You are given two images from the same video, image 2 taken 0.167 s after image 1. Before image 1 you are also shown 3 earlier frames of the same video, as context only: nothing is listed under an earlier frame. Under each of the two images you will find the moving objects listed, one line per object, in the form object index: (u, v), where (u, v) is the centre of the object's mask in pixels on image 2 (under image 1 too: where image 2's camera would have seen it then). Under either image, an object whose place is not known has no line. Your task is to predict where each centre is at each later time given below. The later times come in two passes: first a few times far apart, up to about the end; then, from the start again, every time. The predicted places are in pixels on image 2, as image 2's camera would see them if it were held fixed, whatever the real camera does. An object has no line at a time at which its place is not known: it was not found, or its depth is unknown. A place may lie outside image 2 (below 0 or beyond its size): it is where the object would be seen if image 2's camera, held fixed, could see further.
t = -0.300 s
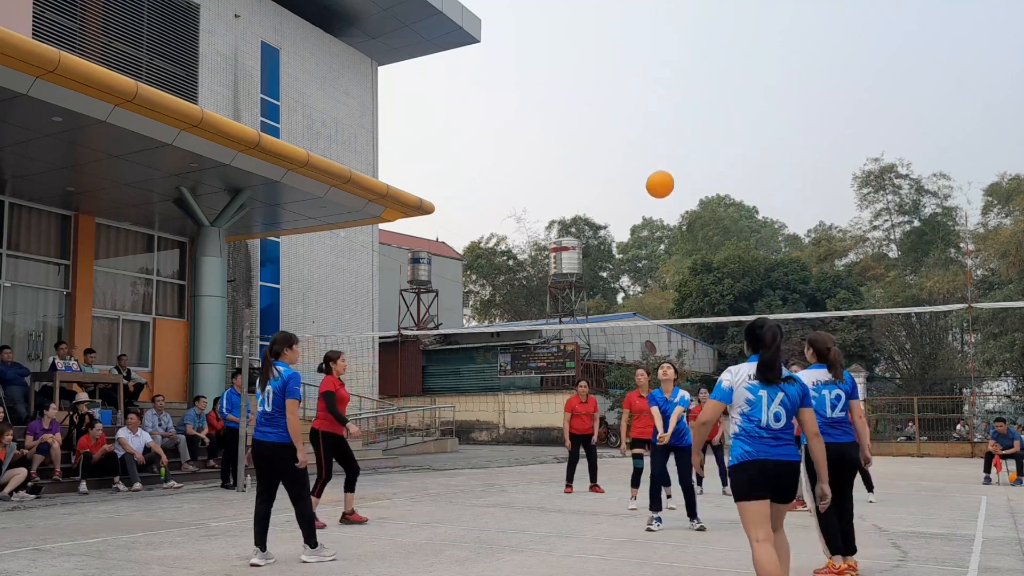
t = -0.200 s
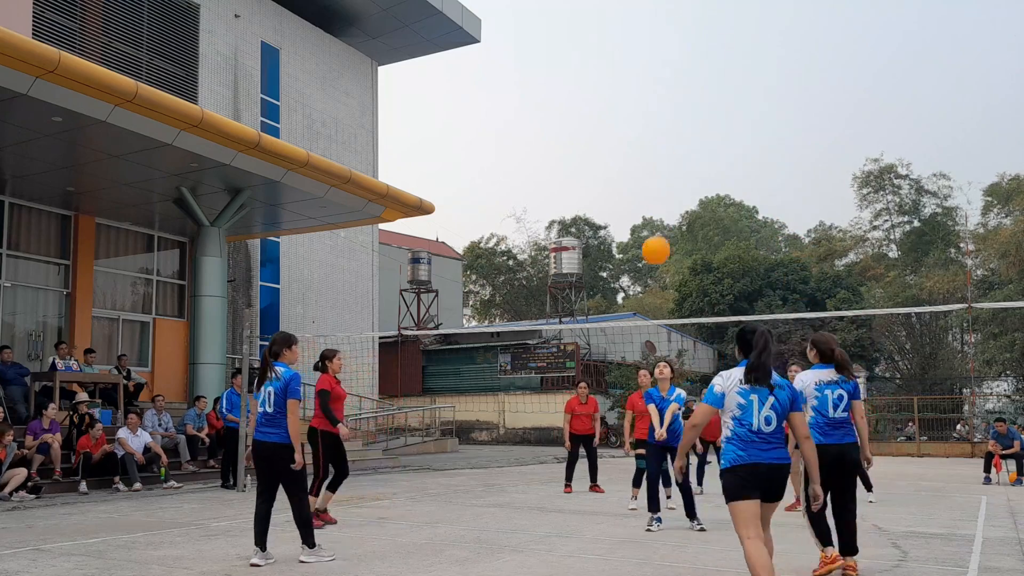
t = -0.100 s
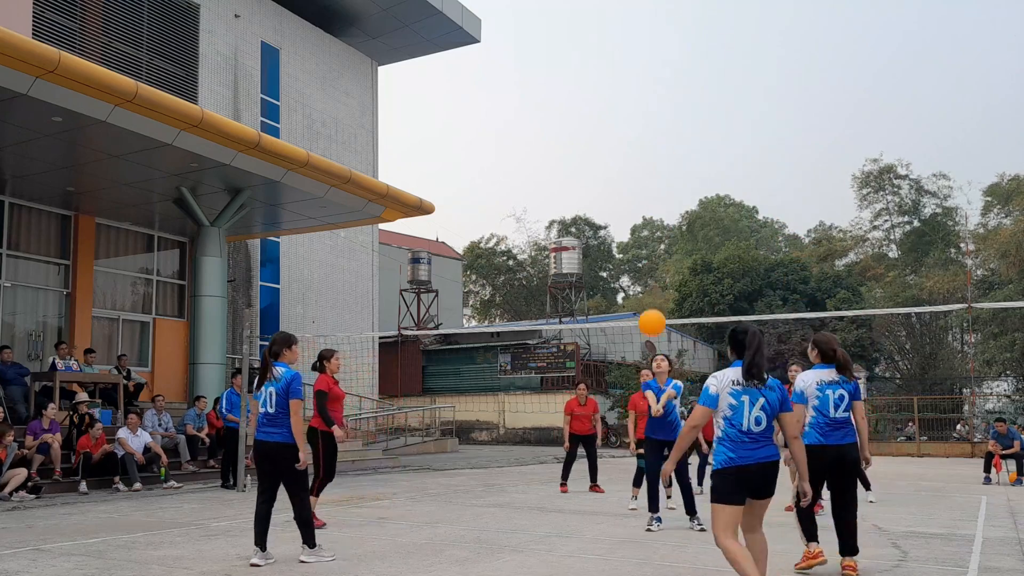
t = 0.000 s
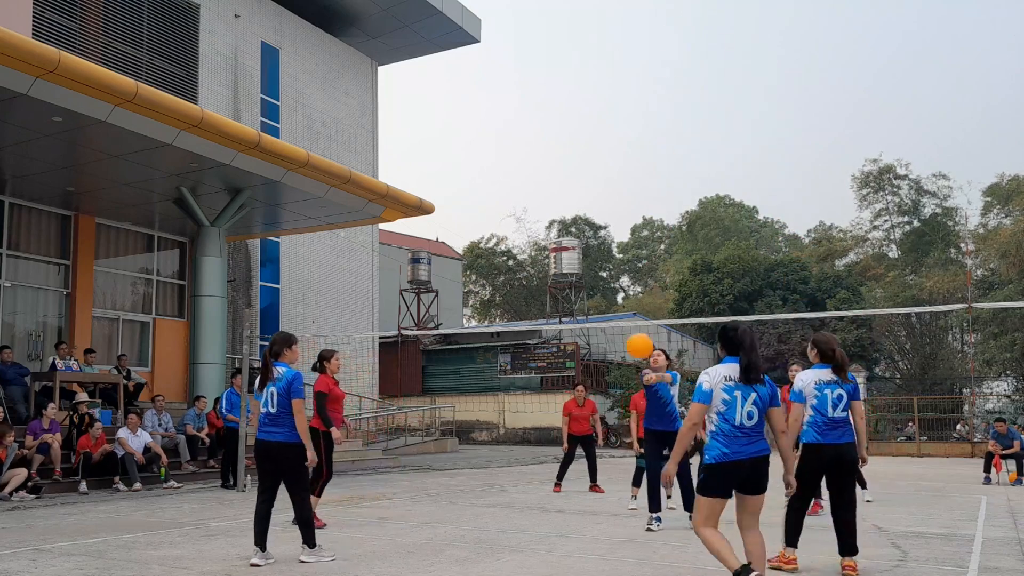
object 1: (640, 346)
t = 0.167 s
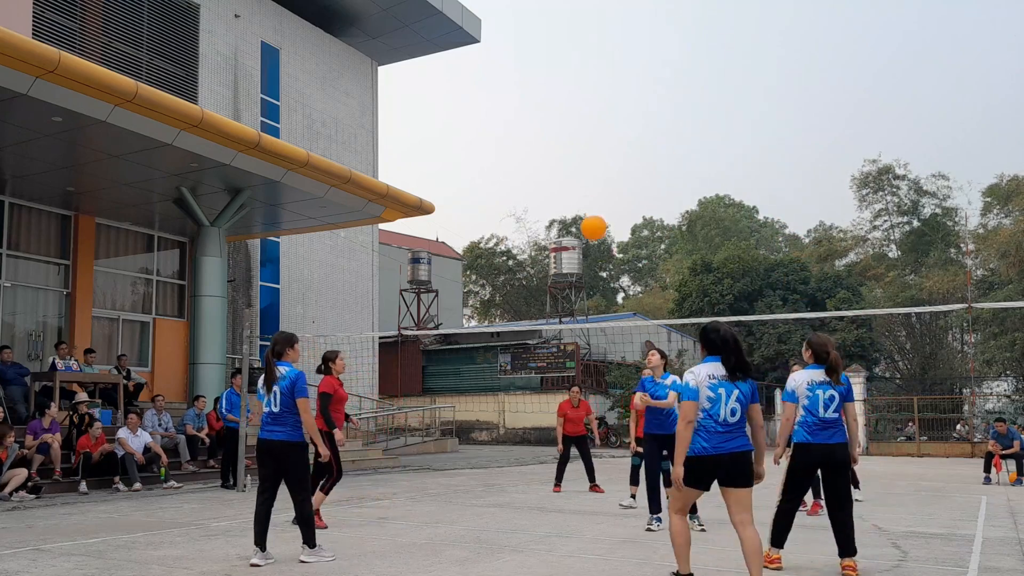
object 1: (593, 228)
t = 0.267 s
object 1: (570, 174)
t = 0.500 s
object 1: (521, 94)
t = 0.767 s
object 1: (470, 78)
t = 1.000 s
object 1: (431, 121)
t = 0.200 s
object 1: (585, 208)
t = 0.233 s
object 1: (578, 190)
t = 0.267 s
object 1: (570, 174)
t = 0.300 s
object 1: (563, 158)
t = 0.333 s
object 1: (556, 144)
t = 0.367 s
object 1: (549, 131)
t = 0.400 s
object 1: (542, 120)
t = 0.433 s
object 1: (535, 110)
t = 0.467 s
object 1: (528, 101)
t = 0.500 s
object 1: (521, 94)
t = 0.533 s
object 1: (515, 88)
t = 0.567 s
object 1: (508, 83)
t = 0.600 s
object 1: (501, 79)
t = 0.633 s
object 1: (495, 77)
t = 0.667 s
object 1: (489, 75)
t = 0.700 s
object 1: (482, 75)
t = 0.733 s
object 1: (476, 76)
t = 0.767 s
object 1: (470, 78)
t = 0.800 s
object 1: (464, 81)
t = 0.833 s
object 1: (458, 84)
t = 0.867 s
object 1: (453, 90)
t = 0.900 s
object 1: (447, 96)
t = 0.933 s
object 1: (442, 103)
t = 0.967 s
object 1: (436, 112)
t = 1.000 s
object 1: (431, 121)
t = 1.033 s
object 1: (425, 132)
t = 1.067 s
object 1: (420, 143)
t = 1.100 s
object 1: (415, 156)
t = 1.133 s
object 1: (410, 169)
